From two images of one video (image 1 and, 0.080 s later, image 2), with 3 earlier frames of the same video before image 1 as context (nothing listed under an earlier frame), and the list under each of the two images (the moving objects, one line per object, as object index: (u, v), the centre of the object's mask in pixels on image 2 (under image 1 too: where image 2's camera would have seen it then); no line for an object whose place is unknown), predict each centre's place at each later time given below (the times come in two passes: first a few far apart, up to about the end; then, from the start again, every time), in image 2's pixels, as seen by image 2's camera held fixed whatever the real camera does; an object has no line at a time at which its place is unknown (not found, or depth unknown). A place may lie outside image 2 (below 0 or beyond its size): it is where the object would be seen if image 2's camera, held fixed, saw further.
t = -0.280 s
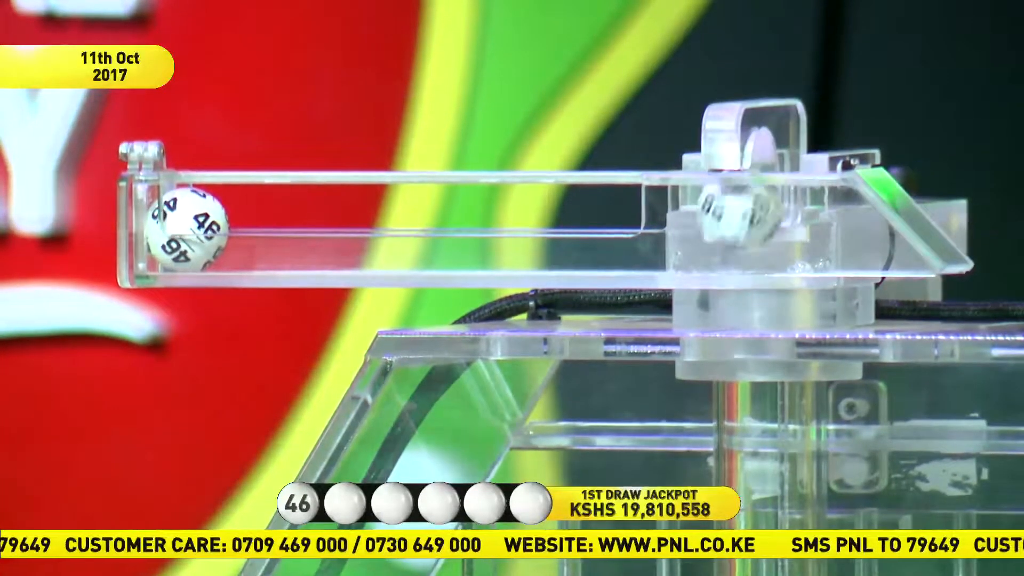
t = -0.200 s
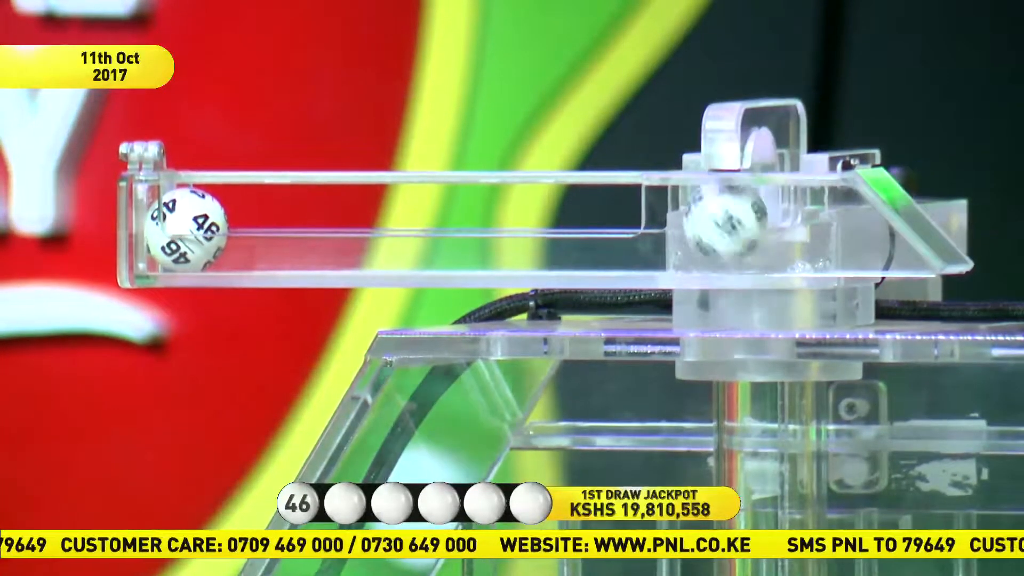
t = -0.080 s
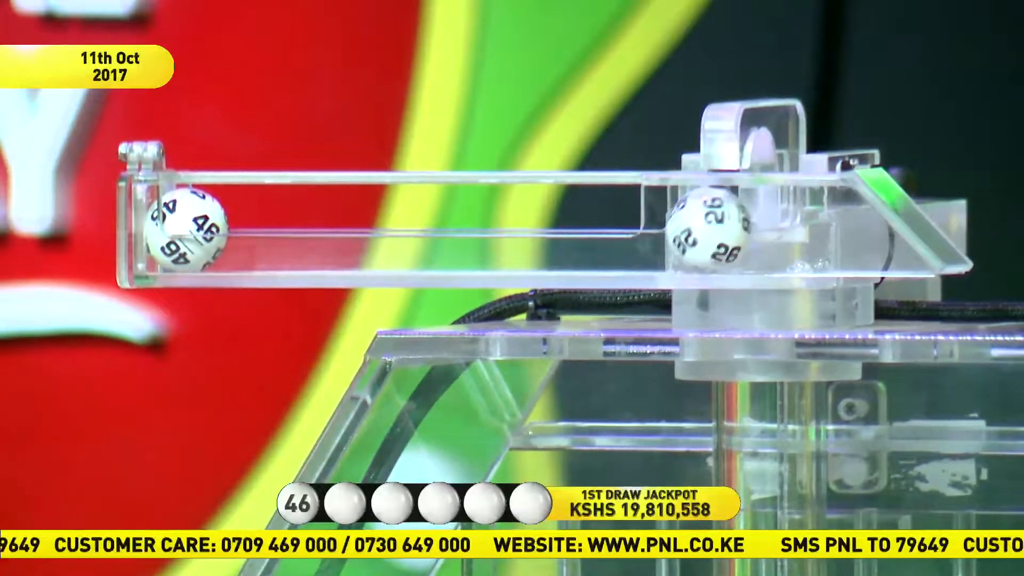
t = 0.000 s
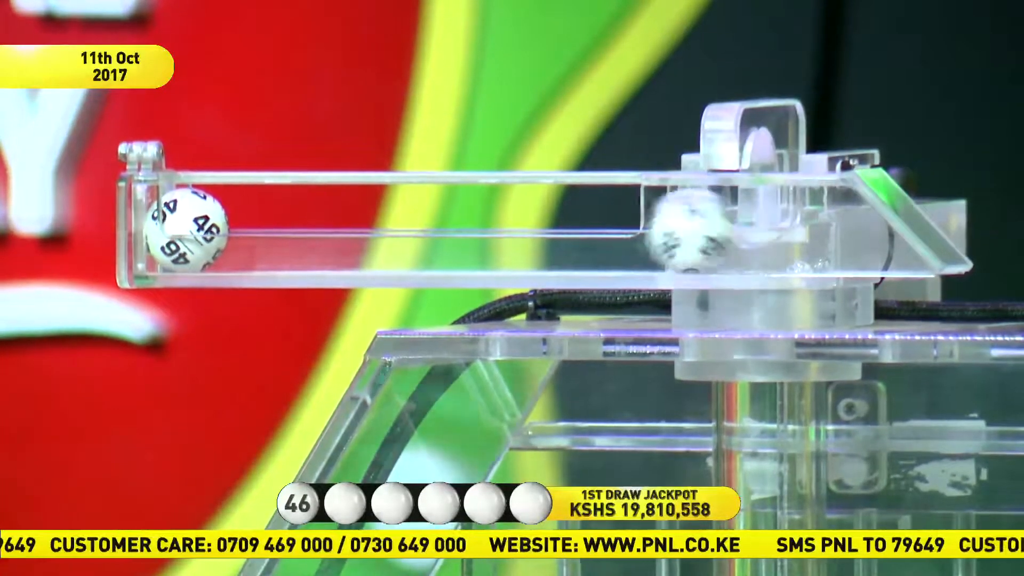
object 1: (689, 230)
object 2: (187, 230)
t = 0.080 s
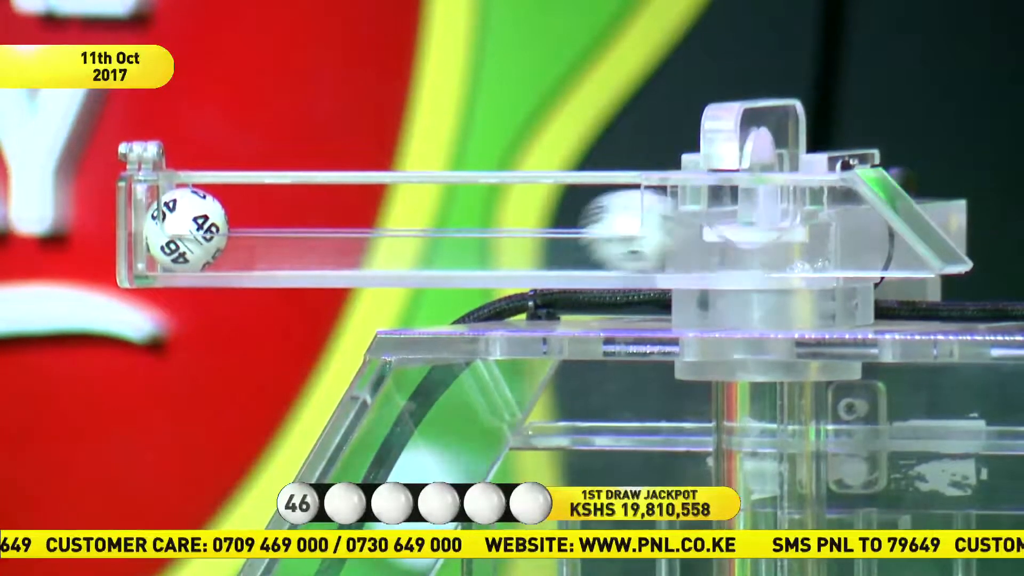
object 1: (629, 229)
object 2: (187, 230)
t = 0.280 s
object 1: (374, 228)
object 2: (185, 230)
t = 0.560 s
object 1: (331, 229)
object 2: (201, 230)
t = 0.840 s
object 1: (269, 229)
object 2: (187, 230)
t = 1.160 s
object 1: (266, 230)
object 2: (185, 230)
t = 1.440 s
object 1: (266, 230)
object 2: (185, 230)
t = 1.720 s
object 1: (266, 230)
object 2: (185, 230)
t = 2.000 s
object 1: (266, 230)
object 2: (185, 230)
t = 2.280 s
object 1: (266, 230)
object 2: (186, 230)
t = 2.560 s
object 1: (266, 230)
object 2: (185, 230)
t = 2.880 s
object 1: (266, 230)
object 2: (185, 230)
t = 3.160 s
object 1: (266, 230)
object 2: (186, 230)
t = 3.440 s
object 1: (266, 230)
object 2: (185, 230)
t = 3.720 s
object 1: (266, 230)
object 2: (186, 230)
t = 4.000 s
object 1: (266, 230)
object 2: (185, 230)
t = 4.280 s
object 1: (266, 230)
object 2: (185, 230)
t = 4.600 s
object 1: (266, 230)
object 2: (185, 230)
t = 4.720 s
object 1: (266, 230)
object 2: (186, 230)
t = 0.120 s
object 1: (594, 230)
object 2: (186, 230)
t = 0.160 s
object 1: (547, 230)
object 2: (185, 230)
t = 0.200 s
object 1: (494, 229)
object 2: (186, 230)
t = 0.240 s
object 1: (441, 228)
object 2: (186, 230)
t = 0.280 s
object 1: (374, 228)
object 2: (185, 230)
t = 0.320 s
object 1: (313, 228)
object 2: (186, 230)
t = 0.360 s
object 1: (278, 227)
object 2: (186, 230)
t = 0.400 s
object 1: (309, 225)
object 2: (190, 231)
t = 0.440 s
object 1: (331, 228)
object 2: (193, 230)
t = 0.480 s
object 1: (341, 228)
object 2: (196, 230)
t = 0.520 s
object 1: (340, 228)
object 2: (198, 231)
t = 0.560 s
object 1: (331, 229)
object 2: (201, 230)
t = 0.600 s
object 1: (318, 229)
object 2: (203, 230)
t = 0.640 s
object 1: (302, 228)
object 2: (205, 230)
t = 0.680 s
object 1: (289, 229)
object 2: (202, 230)
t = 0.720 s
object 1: (282, 229)
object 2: (191, 230)
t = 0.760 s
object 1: (272, 229)
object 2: (187, 230)
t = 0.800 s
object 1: (269, 229)
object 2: (187, 230)
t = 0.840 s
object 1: (269, 229)
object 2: (187, 230)
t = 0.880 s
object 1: (267, 229)
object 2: (185, 230)
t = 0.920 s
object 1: (266, 229)
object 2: (185, 230)
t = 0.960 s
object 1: (267, 229)
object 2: (185, 230)
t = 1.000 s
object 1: (266, 229)
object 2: (185, 230)
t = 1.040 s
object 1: (266, 230)
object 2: (185, 230)
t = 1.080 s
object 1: (266, 230)
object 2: (185, 230)
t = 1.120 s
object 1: (266, 230)
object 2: (185, 230)
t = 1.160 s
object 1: (266, 230)
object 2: (185, 230)
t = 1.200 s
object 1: (266, 230)
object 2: (185, 230)
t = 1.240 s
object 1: (266, 230)
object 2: (185, 230)
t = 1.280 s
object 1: (266, 230)
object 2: (185, 230)
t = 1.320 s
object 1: (266, 230)
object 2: (185, 230)
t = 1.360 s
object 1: (266, 230)
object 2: (185, 231)
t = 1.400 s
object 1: (266, 230)
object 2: (185, 230)
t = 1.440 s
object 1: (266, 230)
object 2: (185, 230)
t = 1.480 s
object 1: (266, 230)
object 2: (185, 230)
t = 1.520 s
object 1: (266, 230)
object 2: (185, 230)
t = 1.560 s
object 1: (266, 230)
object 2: (185, 230)
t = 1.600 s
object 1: (266, 230)
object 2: (185, 230)
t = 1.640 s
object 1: (266, 230)
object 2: (185, 230)
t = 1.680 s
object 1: (266, 230)
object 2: (185, 230)
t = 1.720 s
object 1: (266, 230)
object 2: (185, 230)
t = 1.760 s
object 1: (266, 230)
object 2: (185, 230)
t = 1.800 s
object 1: (266, 230)
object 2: (185, 230)
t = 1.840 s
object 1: (266, 230)
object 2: (185, 230)
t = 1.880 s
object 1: (265, 230)
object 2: (185, 230)
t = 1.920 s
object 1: (266, 230)
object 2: (185, 230)
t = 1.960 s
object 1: (266, 230)
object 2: (185, 230)
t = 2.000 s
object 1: (266, 230)
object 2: (185, 230)
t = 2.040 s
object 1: (266, 230)
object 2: (185, 230)
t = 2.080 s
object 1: (266, 230)
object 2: (185, 230)
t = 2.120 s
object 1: (266, 230)
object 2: (185, 230)
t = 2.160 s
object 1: (266, 230)
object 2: (185, 230)
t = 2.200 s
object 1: (266, 230)
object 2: (185, 230)
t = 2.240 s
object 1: (266, 230)
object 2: (186, 230)
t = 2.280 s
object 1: (266, 230)
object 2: (186, 230)
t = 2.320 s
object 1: (267, 230)
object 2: (185, 230)
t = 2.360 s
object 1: (266, 230)
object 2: (186, 230)
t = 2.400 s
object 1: (266, 230)
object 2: (186, 230)
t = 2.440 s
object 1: (266, 230)
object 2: (185, 230)
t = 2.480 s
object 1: (266, 230)
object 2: (186, 230)
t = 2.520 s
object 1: (266, 230)
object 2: (186, 230)
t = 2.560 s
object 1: (266, 230)
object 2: (185, 230)
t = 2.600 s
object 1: (267, 230)
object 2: (186, 230)
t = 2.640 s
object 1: (266, 230)
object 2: (185, 230)
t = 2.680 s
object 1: (266, 230)
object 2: (185, 230)
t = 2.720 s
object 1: (266, 230)
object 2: (185, 230)
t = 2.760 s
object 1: (266, 230)
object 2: (185, 230)
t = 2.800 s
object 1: (266, 230)
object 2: (185, 230)
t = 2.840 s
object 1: (266, 230)
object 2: (185, 230)
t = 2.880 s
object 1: (266, 230)
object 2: (185, 230)
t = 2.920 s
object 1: (266, 230)
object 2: (185, 230)
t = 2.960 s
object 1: (266, 230)
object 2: (185, 230)
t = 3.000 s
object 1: (266, 230)
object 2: (185, 230)
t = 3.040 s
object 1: (266, 230)
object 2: (185, 230)
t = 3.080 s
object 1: (266, 230)
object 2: (185, 230)
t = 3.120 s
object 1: (266, 230)
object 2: (186, 230)
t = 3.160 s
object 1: (266, 230)
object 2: (186, 230)
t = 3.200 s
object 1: (266, 230)
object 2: (186, 230)
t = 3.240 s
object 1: (266, 230)
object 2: (186, 230)
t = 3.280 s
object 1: (266, 230)
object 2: (186, 230)
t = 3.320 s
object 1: (266, 230)
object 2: (186, 230)
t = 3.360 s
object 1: (266, 230)
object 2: (186, 230)
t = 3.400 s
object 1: (266, 230)
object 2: (185, 230)
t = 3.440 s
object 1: (266, 230)
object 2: (185, 230)
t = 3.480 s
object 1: (266, 230)
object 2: (185, 230)
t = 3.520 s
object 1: (266, 230)
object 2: (185, 230)
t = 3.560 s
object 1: (266, 230)
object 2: (185, 230)
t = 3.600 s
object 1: (266, 230)
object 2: (185, 230)
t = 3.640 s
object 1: (266, 230)
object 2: (186, 230)
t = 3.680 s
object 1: (266, 230)
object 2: (186, 230)
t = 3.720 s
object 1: (266, 230)
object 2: (186, 230)
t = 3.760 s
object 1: (266, 230)
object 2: (186, 230)
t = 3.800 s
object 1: (266, 230)
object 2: (186, 230)
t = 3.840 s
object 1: (266, 230)
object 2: (186, 230)
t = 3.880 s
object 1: (266, 230)
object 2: (186, 230)
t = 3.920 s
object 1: (266, 230)
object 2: (186, 230)
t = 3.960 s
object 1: (266, 230)
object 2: (185, 230)
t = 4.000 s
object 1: (266, 230)
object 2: (185, 230)
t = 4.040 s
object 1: (266, 230)
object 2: (186, 230)
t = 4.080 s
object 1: (266, 230)
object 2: (186, 230)
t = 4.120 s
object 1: (266, 230)
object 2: (186, 230)
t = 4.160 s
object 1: (266, 230)
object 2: (186, 230)
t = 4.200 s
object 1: (266, 230)
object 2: (185, 230)
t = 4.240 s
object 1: (266, 230)
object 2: (185, 230)
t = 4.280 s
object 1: (266, 230)
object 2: (185, 230)
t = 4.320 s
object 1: (266, 230)
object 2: (185, 230)
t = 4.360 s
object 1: (266, 230)
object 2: (186, 230)
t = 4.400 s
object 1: (266, 230)
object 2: (186, 230)
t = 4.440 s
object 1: (266, 230)
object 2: (185, 230)
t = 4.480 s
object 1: (266, 230)
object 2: (185, 230)
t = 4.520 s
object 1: (265, 230)
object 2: (185, 230)
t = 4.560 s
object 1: (265, 230)
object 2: (185, 230)
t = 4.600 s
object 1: (266, 230)
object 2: (185, 230)
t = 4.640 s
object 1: (266, 230)
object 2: (185, 230)
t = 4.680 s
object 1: (266, 230)
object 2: (186, 230)
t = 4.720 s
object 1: (266, 230)
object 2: (186, 230)
